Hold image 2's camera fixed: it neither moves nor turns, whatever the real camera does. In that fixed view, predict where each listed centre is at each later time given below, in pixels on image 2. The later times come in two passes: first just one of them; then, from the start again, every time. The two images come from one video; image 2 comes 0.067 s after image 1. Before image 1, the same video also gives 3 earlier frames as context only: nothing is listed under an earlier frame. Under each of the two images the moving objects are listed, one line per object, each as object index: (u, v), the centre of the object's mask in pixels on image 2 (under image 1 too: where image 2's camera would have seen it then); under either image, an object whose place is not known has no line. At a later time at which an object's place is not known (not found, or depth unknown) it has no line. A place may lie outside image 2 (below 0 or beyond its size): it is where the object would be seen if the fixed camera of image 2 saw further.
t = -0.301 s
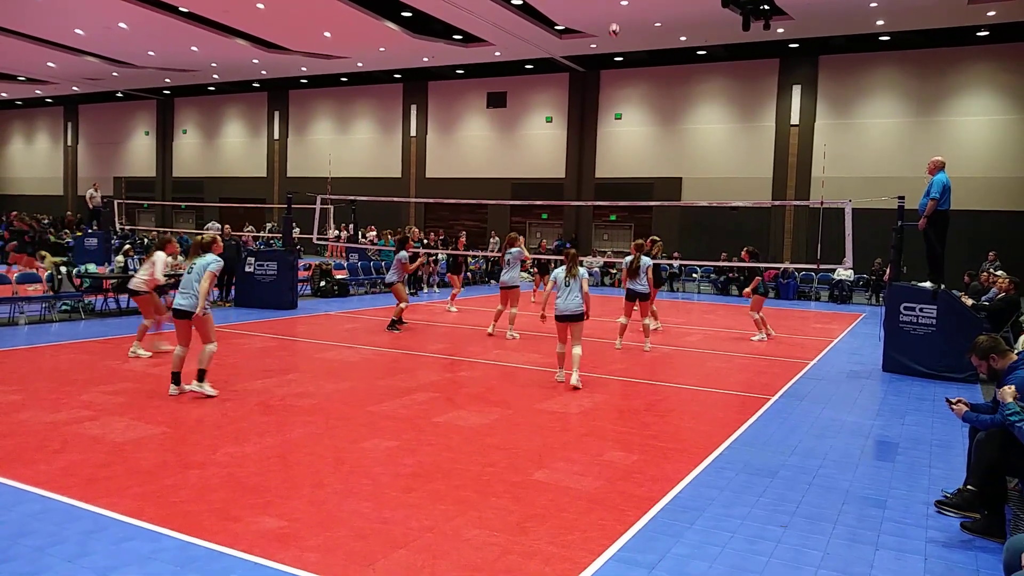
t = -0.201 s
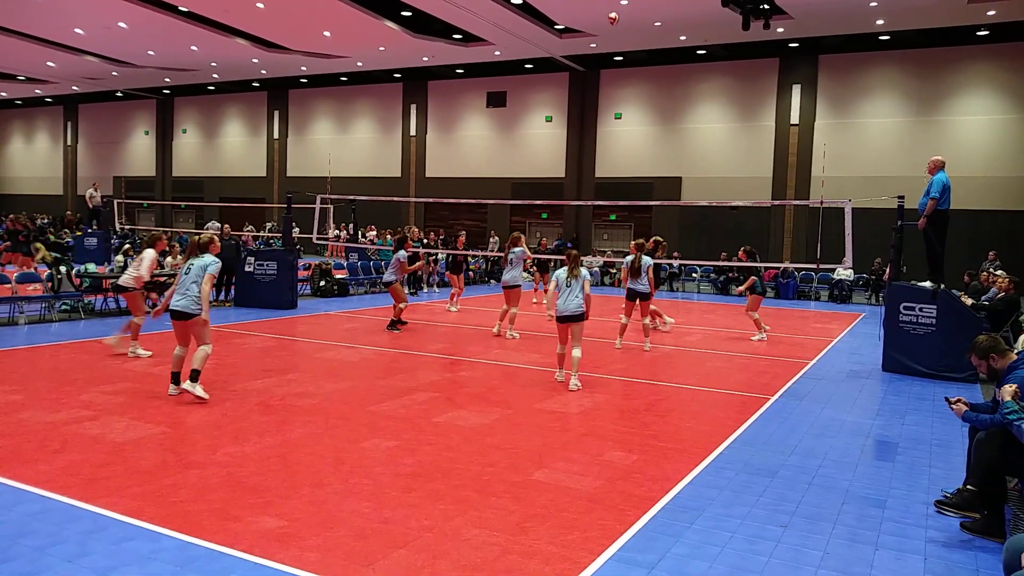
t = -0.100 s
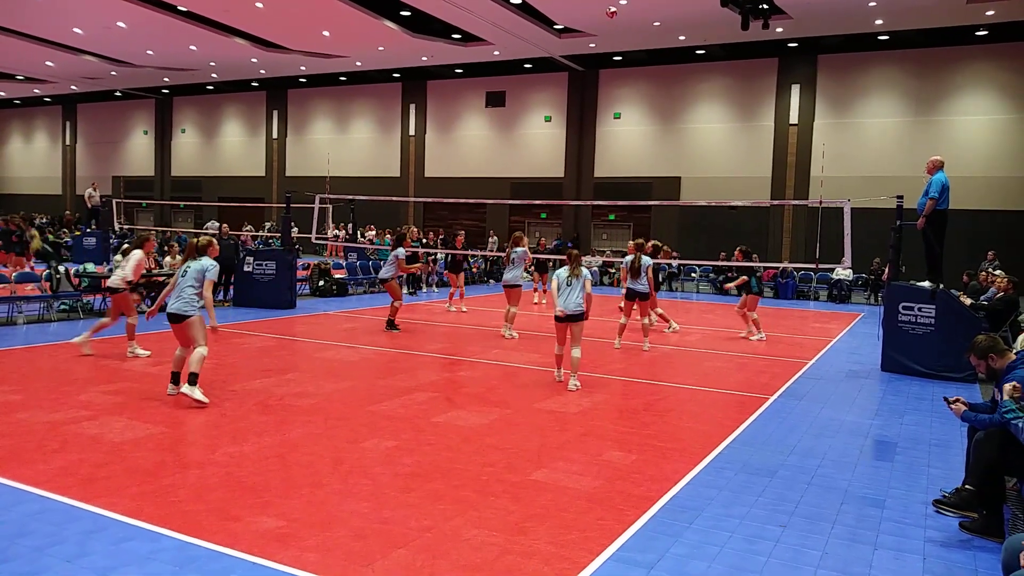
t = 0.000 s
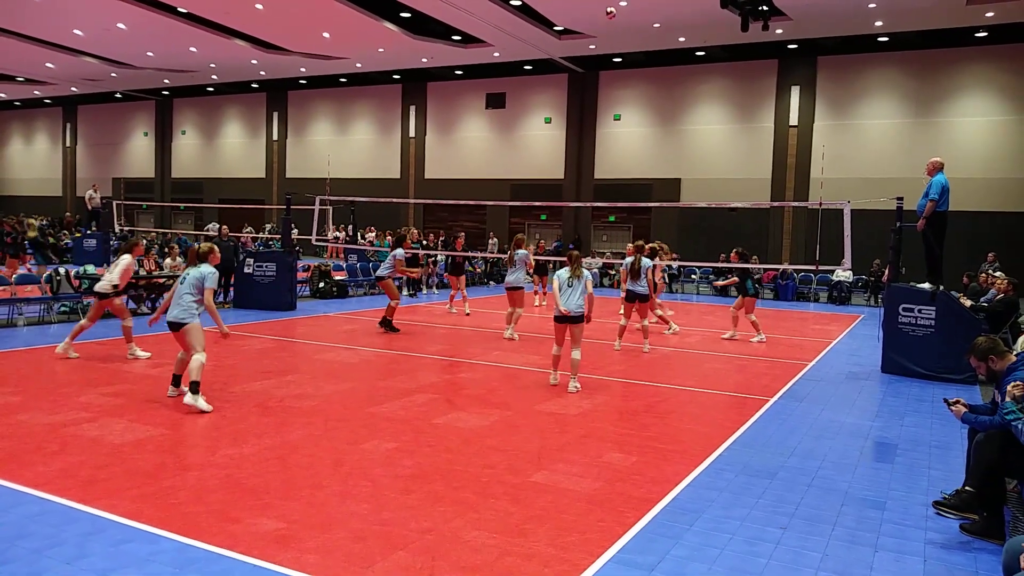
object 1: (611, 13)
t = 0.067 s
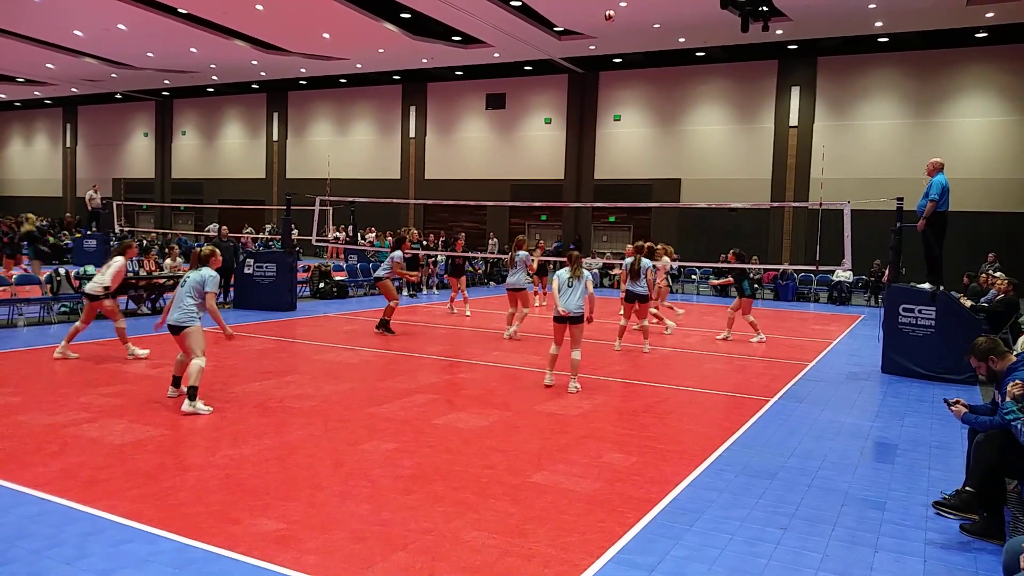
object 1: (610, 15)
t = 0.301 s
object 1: (607, 40)
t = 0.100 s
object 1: (609, 17)
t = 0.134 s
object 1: (609, 20)
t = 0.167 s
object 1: (609, 23)
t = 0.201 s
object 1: (608, 25)
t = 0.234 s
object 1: (607, 30)
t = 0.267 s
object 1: (607, 34)
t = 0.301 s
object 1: (607, 40)
